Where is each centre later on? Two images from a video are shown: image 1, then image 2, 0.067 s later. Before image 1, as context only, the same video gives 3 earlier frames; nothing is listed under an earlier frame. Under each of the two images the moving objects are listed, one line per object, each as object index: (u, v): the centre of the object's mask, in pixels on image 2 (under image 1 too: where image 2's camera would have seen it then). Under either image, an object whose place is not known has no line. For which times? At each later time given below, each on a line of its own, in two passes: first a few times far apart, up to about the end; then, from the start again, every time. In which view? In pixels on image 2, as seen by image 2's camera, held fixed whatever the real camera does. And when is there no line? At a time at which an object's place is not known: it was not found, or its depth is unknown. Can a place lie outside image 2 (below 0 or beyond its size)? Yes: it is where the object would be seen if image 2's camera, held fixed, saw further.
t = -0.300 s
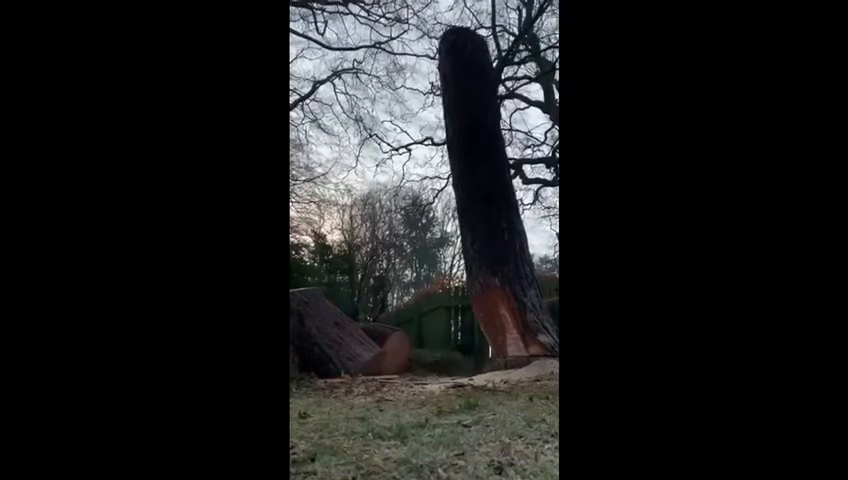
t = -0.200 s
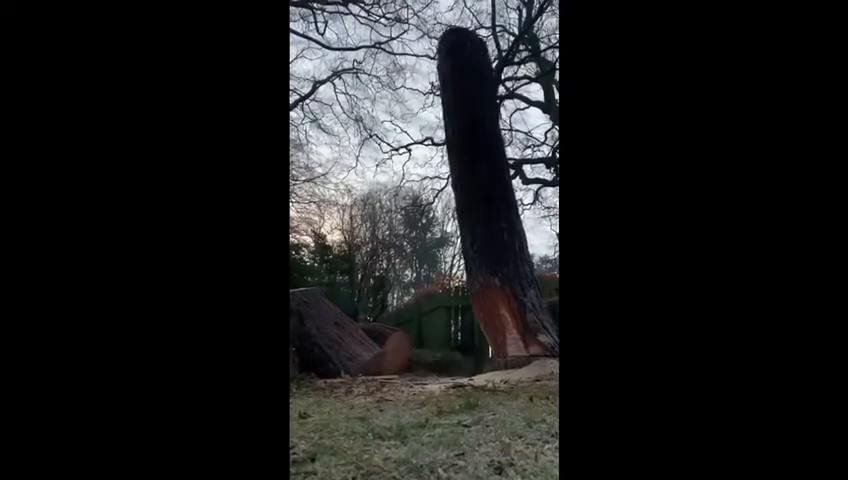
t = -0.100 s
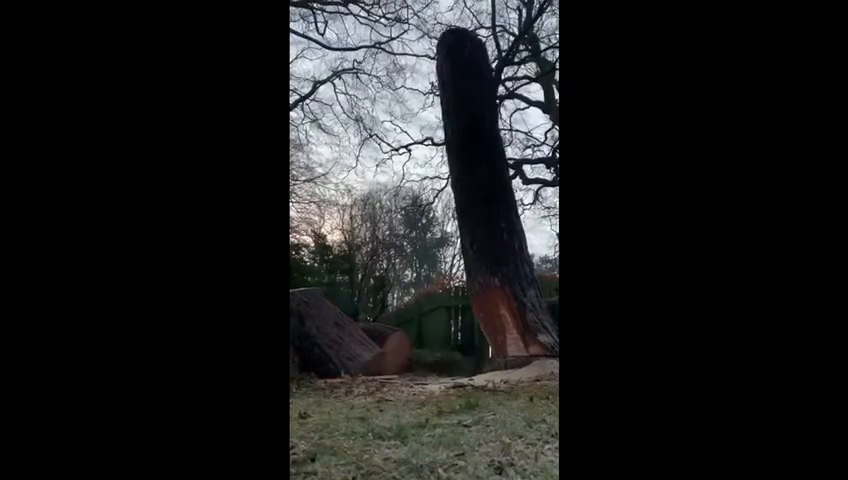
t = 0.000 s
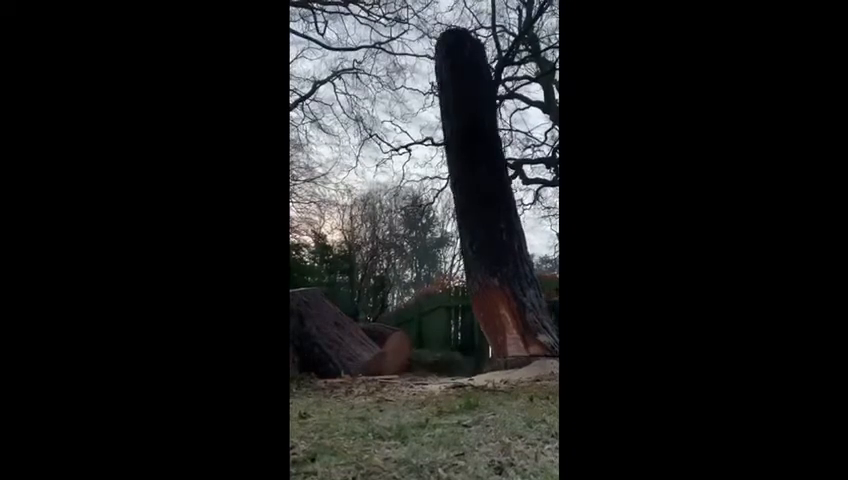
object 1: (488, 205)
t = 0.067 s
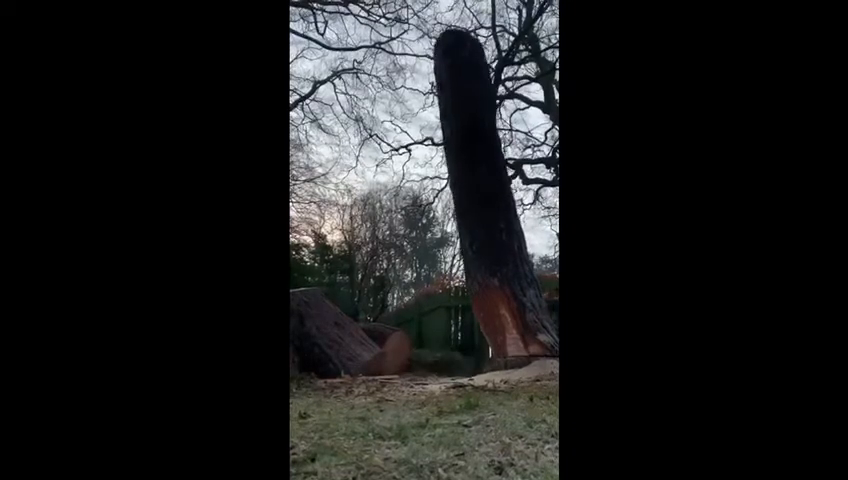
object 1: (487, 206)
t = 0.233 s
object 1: (486, 206)
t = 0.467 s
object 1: (483, 208)
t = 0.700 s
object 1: (478, 210)
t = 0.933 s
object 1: (471, 214)
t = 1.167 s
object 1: (461, 221)
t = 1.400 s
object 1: (446, 232)
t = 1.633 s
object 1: (423, 249)
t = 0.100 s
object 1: (487, 206)
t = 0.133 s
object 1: (487, 206)
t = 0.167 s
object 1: (486, 206)
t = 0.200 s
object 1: (486, 206)
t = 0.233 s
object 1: (486, 206)
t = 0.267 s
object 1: (485, 206)
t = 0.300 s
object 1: (485, 207)
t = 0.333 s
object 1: (484, 207)
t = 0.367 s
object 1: (484, 207)
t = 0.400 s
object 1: (483, 207)
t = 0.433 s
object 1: (483, 207)
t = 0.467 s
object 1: (483, 208)
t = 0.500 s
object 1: (482, 208)
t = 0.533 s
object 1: (481, 208)
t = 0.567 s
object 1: (481, 209)
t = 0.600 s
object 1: (480, 209)
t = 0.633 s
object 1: (479, 210)
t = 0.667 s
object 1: (479, 210)
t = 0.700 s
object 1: (478, 210)
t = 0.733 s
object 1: (477, 211)
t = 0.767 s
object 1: (476, 211)
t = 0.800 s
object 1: (475, 212)
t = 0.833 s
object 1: (475, 213)
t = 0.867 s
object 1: (473, 213)
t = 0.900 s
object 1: (472, 213)
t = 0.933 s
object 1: (471, 214)
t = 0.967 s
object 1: (470, 214)
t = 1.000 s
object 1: (469, 216)
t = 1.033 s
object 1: (467, 217)
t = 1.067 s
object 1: (466, 217)
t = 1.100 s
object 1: (464, 219)
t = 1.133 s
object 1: (463, 220)
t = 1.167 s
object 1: (461, 221)
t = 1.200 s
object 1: (458, 221)
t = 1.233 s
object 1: (457, 224)
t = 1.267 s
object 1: (455, 225)
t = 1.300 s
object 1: (453, 227)
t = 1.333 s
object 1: (450, 228)
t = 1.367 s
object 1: (448, 230)
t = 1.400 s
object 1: (446, 232)
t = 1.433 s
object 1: (441, 232)
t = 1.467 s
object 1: (441, 237)
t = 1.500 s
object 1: (436, 237)
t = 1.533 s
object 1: (434, 241)
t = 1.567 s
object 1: (429, 243)
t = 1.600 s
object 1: (428, 247)
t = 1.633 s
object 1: (423, 249)
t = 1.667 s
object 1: (420, 254)
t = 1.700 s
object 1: (415, 256)
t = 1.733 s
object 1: (412, 261)
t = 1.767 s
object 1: (411, 267)
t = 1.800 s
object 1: (409, 273)
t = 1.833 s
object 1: (410, 281)
